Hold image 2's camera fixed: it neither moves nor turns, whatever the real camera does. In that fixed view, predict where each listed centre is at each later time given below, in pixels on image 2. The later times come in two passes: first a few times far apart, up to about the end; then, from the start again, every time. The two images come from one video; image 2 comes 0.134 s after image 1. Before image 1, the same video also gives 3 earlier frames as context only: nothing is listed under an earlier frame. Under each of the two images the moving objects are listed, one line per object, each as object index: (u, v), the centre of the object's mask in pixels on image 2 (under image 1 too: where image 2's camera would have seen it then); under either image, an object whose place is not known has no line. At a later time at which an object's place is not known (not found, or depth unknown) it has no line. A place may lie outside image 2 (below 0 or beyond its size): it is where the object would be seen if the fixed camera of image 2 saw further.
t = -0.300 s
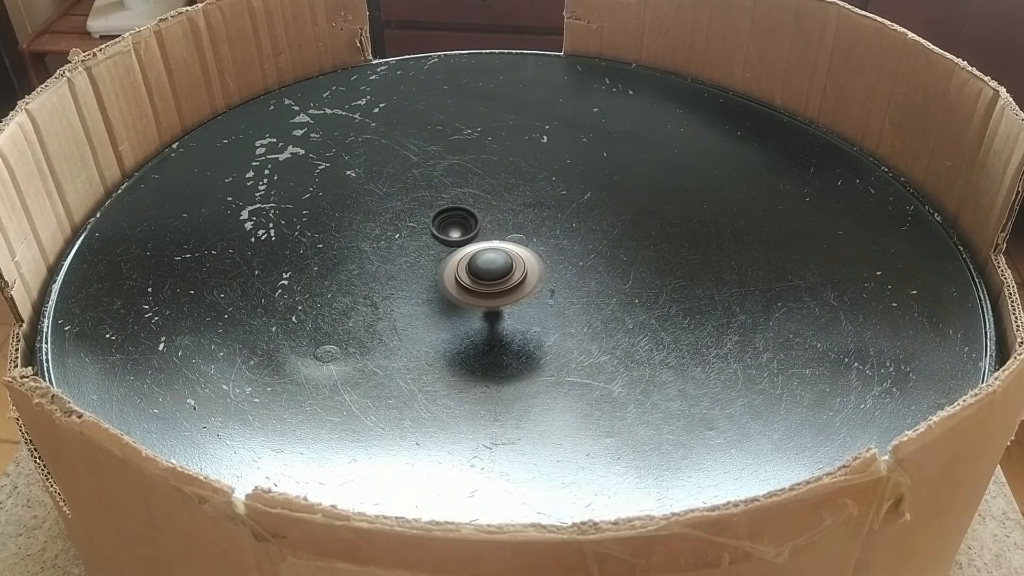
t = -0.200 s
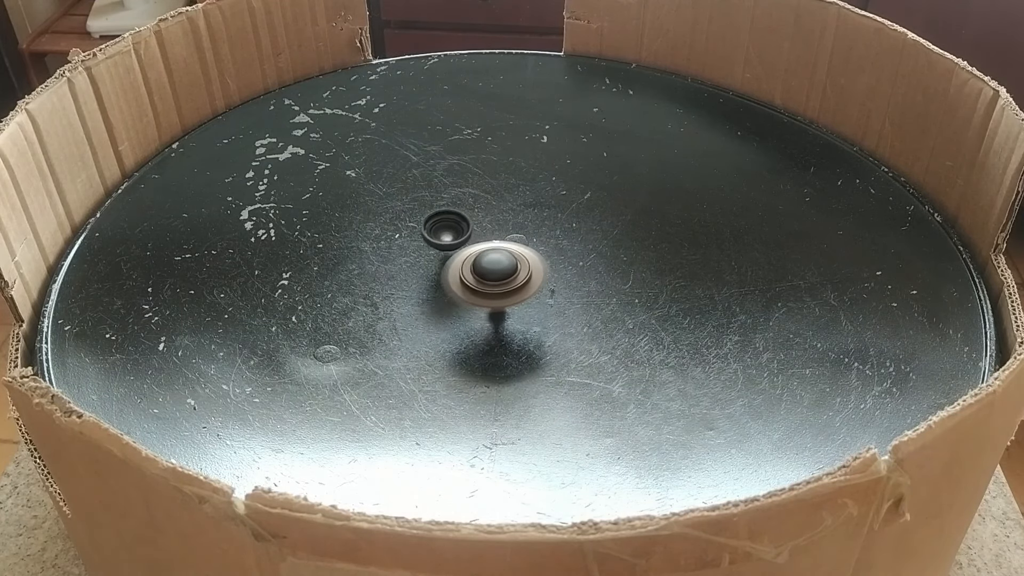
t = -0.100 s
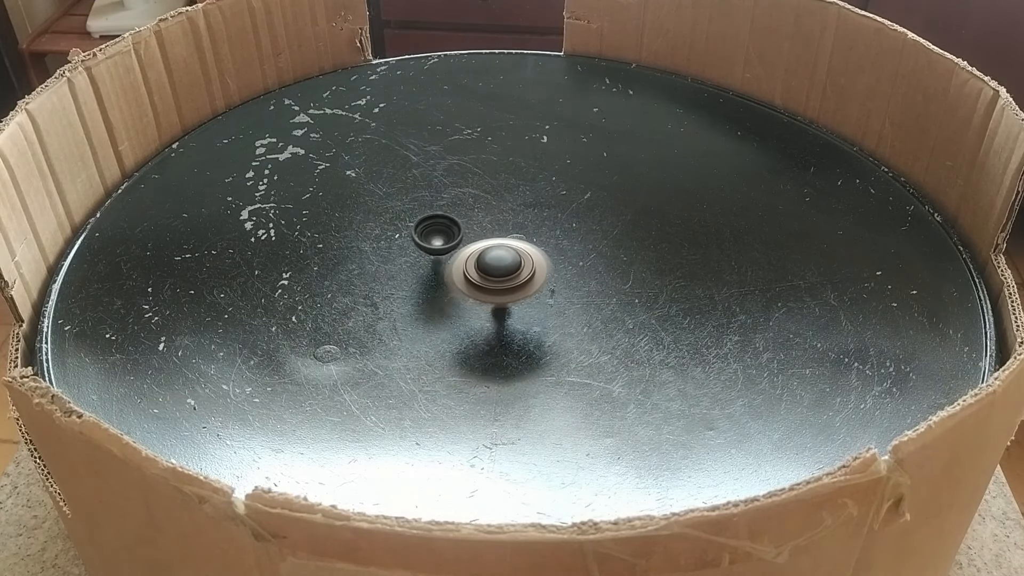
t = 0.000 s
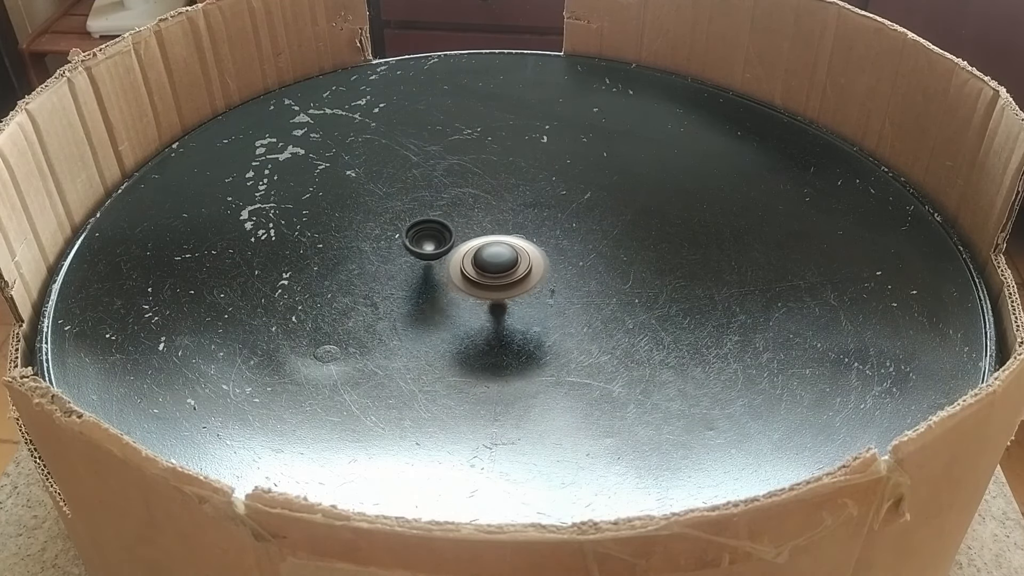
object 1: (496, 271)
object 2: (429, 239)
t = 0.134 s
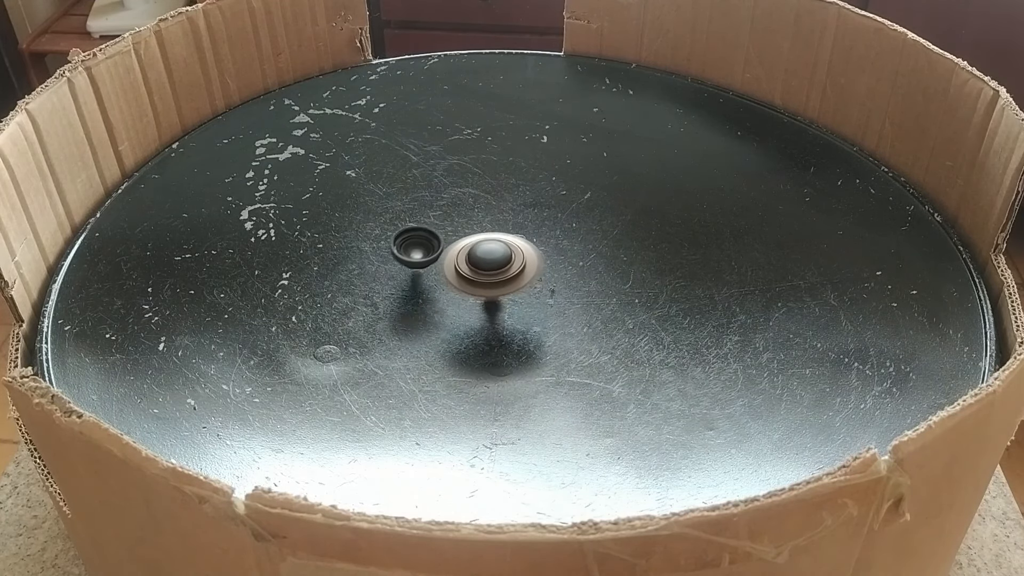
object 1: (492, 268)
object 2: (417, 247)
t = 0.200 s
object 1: (490, 268)
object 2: (410, 252)
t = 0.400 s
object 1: (490, 268)
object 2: (393, 264)
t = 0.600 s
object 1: (492, 266)
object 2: (379, 274)
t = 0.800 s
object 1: (488, 268)
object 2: (366, 286)
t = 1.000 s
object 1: (488, 268)
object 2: (356, 294)
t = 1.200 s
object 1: (485, 265)
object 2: (356, 303)
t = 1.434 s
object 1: (479, 273)
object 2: (368, 316)
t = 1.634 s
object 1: (482, 276)
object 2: (385, 323)
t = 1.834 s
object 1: (475, 277)
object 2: (414, 328)
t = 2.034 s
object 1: (476, 279)
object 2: (450, 335)
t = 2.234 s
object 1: (479, 273)
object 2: (483, 335)
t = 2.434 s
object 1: (480, 276)
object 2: (509, 334)
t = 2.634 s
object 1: (489, 276)
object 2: (537, 339)
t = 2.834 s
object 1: (489, 277)
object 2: (555, 335)
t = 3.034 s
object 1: (491, 275)
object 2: (570, 320)
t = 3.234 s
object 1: (487, 273)
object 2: (584, 302)
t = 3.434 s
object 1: (493, 274)
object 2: (596, 284)
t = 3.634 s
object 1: (494, 270)
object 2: (606, 270)
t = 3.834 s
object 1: (487, 268)
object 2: (615, 257)
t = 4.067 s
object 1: (493, 266)
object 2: (615, 248)
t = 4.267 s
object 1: (492, 268)
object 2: (604, 241)
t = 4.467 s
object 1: (488, 266)
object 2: (586, 236)
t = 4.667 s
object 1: (482, 271)
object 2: (561, 234)
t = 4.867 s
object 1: (485, 275)
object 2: (532, 232)
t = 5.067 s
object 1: (485, 277)
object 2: (498, 228)
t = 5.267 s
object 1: (477, 276)
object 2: (479, 223)
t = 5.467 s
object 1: (477, 280)
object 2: (467, 227)
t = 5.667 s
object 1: (485, 274)
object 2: (446, 235)
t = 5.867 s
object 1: (478, 273)
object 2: (415, 256)
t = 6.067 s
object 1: (486, 279)
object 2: (379, 325)
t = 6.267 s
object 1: (504, 285)
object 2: (353, 361)
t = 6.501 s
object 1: (521, 282)
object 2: (345, 375)
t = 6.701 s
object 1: (527, 274)
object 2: (364, 378)
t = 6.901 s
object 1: (525, 270)
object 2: (410, 375)
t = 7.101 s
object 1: (521, 267)
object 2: (453, 365)
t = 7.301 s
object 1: (517, 265)
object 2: (492, 352)
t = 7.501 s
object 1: (510, 259)
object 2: (528, 335)
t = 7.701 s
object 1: (492, 258)
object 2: (556, 317)
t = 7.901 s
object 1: (478, 264)
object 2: (581, 294)
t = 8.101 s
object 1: (473, 263)
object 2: (601, 268)
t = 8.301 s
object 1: (461, 269)
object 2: (628, 237)
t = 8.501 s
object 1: (456, 276)
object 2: (643, 219)
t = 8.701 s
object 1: (457, 280)
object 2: (648, 201)
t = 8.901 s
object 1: (460, 282)
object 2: (629, 200)
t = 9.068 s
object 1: (466, 283)
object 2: (603, 206)
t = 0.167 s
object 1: (491, 267)
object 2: (413, 249)
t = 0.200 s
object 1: (490, 268)
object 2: (410, 252)
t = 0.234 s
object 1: (490, 268)
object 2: (407, 254)
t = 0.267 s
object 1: (490, 268)
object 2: (404, 256)
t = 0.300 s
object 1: (490, 268)
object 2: (400, 258)
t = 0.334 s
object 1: (490, 268)
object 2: (398, 260)
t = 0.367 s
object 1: (490, 268)
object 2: (395, 262)
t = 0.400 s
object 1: (490, 268)
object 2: (393, 264)
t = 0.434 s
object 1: (490, 268)
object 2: (390, 266)
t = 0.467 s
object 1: (490, 268)
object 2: (387, 268)
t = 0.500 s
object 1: (491, 267)
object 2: (385, 270)
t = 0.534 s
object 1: (491, 267)
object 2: (383, 271)
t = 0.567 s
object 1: (492, 267)
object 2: (381, 273)
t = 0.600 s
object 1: (492, 266)
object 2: (379, 274)
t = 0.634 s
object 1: (492, 266)
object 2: (377, 276)
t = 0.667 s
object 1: (492, 266)
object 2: (375, 278)
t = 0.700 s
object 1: (491, 266)
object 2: (373, 280)
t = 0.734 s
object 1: (490, 267)
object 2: (370, 282)
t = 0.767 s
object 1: (489, 267)
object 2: (368, 284)
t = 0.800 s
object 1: (488, 268)
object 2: (366, 286)
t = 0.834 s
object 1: (488, 269)
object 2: (364, 288)
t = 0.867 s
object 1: (487, 269)
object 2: (362, 289)
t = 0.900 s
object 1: (487, 269)
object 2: (360, 291)
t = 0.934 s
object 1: (487, 269)
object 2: (359, 292)
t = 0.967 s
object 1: (487, 269)
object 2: (358, 293)
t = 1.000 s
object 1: (488, 268)
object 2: (356, 294)
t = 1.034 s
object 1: (488, 267)
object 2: (355, 296)
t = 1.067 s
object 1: (488, 267)
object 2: (355, 297)
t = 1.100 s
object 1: (487, 266)
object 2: (355, 298)
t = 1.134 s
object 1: (487, 266)
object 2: (355, 300)
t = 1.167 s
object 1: (486, 266)
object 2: (355, 301)
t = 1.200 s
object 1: (485, 265)
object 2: (356, 303)
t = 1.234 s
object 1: (485, 266)
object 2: (357, 304)
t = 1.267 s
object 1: (484, 266)
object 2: (358, 306)
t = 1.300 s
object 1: (482, 267)
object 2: (360, 308)
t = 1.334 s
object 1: (481, 268)
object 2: (362, 310)
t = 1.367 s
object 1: (480, 270)
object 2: (364, 312)
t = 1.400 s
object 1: (479, 271)
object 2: (366, 315)
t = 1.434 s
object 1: (479, 273)
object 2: (368, 316)
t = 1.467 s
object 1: (479, 275)
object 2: (371, 318)
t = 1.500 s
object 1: (480, 276)
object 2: (373, 320)
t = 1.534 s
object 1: (480, 277)
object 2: (375, 321)
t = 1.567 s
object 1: (481, 277)
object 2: (378, 322)
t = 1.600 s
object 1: (481, 277)
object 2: (381, 323)
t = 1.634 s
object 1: (482, 276)
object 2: (385, 323)
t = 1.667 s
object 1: (481, 275)
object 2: (388, 324)
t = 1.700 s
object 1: (481, 275)
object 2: (393, 324)
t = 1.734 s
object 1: (479, 275)
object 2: (397, 325)
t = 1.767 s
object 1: (478, 275)
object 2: (402, 326)
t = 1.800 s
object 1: (477, 276)
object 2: (408, 327)
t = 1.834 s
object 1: (475, 277)
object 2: (414, 328)
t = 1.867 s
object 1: (474, 278)
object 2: (419, 329)
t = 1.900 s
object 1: (474, 279)
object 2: (426, 330)
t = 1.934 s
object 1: (474, 280)
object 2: (432, 331)
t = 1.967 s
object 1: (474, 280)
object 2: (438, 332)
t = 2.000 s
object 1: (475, 279)
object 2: (444, 333)
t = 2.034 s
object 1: (476, 279)
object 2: (450, 335)
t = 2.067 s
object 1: (477, 278)
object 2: (454, 336)
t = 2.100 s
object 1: (477, 277)
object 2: (459, 336)
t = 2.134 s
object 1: (478, 276)
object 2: (465, 337)
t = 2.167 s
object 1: (479, 275)
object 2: (471, 337)
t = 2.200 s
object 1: (479, 274)
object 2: (477, 336)
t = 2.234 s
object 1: (479, 273)
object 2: (483, 335)
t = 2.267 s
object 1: (478, 273)
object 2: (490, 335)
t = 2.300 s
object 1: (478, 273)
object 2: (495, 335)
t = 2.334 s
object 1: (477, 273)
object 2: (499, 335)
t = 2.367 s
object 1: (478, 274)
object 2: (502, 335)
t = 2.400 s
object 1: (479, 275)
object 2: (506, 335)
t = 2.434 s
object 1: (480, 276)
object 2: (509, 334)
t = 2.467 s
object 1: (483, 276)
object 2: (513, 333)
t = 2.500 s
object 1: (485, 276)
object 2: (516, 333)
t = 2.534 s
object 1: (486, 276)
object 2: (521, 334)
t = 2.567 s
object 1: (487, 276)
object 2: (527, 336)
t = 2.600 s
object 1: (488, 276)
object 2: (532, 337)
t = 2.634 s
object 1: (489, 276)
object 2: (537, 339)
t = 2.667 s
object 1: (490, 276)
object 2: (540, 339)
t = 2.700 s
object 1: (490, 275)
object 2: (543, 339)
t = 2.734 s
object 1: (490, 275)
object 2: (547, 339)
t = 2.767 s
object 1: (490, 275)
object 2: (550, 338)
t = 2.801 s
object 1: (490, 276)
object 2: (552, 337)
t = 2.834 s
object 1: (489, 277)
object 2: (555, 335)
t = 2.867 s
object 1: (489, 277)
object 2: (558, 333)
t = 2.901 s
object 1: (489, 277)
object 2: (560, 331)
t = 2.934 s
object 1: (489, 277)
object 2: (563, 328)
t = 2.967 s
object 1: (490, 277)
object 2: (565, 326)
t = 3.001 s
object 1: (491, 276)
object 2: (568, 323)
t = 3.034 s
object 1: (491, 275)
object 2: (570, 320)
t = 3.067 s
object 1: (491, 275)
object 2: (572, 317)
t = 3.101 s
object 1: (490, 273)
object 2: (574, 314)
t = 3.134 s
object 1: (489, 272)
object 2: (577, 311)
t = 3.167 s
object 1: (488, 272)
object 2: (579, 308)
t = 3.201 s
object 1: (487, 272)
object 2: (581, 305)
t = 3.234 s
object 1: (487, 273)
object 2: (584, 302)
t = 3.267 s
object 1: (487, 273)
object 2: (586, 299)
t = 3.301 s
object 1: (487, 273)
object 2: (587, 296)
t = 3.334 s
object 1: (488, 274)
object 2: (589, 293)
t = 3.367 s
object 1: (489, 274)
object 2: (592, 290)
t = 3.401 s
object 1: (491, 274)
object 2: (594, 287)
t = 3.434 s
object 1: (493, 274)
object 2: (596, 284)
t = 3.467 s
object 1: (494, 274)
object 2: (599, 281)
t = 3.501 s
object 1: (495, 273)
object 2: (600, 279)
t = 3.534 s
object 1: (495, 272)
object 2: (602, 277)
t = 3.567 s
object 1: (495, 272)
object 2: (604, 275)
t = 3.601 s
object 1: (495, 271)
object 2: (605, 272)
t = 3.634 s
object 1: (494, 270)
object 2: (606, 270)
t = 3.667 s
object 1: (493, 270)
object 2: (607, 268)
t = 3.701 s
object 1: (491, 269)
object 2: (609, 265)
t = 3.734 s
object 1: (490, 268)
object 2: (610, 263)
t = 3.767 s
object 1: (488, 268)
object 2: (612, 261)
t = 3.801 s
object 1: (488, 268)
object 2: (613, 259)
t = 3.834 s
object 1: (487, 268)
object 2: (615, 257)
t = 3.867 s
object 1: (487, 269)
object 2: (616, 255)
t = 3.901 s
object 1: (488, 269)
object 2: (617, 253)
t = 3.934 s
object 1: (489, 269)
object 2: (617, 252)
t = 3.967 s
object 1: (490, 269)
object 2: (618, 250)
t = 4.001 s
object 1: (492, 268)
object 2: (618, 249)
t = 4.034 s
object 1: (493, 267)
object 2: (617, 248)
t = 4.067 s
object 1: (493, 266)
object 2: (615, 248)
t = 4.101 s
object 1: (493, 265)
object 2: (614, 247)
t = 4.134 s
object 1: (493, 265)
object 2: (612, 245)
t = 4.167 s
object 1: (492, 266)
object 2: (611, 243)
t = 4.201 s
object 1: (492, 267)
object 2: (609, 242)
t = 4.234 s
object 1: (492, 268)
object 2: (607, 241)
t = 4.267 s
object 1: (492, 268)
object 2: (604, 241)
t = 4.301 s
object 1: (493, 268)
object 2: (602, 240)
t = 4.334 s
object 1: (492, 268)
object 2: (599, 239)
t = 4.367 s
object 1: (492, 268)
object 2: (596, 238)
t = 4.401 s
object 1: (491, 267)
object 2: (593, 238)
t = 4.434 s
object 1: (490, 266)
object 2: (589, 237)
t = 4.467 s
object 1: (488, 266)
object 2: (586, 236)
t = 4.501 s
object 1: (486, 267)
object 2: (583, 236)
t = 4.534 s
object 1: (485, 267)
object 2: (579, 235)
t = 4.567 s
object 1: (484, 268)
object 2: (575, 235)
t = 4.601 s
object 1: (483, 269)
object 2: (571, 235)
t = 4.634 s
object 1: (482, 270)
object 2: (566, 235)
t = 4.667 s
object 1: (482, 271)
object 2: (561, 234)
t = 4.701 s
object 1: (482, 272)
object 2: (556, 234)
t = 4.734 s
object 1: (482, 273)
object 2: (552, 233)
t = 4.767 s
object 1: (483, 274)
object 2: (547, 233)
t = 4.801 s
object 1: (484, 274)
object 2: (542, 233)
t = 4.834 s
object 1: (485, 275)
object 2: (537, 233)
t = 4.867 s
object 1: (485, 275)
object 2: (532, 232)
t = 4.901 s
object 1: (485, 275)
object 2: (526, 232)
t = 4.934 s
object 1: (485, 276)
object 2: (520, 231)
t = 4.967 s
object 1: (485, 276)
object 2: (514, 230)
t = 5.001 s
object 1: (485, 277)
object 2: (508, 230)
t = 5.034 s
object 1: (485, 277)
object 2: (503, 229)
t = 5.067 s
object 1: (485, 277)
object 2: (498, 228)
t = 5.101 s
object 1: (484, 277)
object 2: (494, 227)
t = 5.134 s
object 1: (484, 276)
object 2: (491, 226)
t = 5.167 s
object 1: (482, 276)
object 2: (487, 225)
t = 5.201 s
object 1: (480, 276)
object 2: (485, 224)
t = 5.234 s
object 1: (479, 275)
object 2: (482, 223)
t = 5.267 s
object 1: (477, 276)
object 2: (479, 223)
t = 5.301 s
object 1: (475, 277)
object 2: (477, 223)
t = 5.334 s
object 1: (475, 278)
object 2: (476, 224)
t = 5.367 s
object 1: (475, 279)
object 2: (474, 225)
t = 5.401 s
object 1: (475, 279)
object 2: (471, 225)
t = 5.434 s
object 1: (476, 280)
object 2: (469, 226)
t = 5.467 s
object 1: (477, 280)
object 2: (467, 227)
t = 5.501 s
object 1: (478, 280)
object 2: (464, 228)
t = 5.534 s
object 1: (479, 279)
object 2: (461, 229)
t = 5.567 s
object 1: (481, 278)
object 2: (457, 231)
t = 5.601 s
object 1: (483, 277)
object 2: (454, 232)
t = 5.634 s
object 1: (485, 275)
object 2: (450, 233)
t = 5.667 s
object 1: (485, 274)
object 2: (446, 235)
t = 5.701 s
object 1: (485, 274)
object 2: (443, 237)
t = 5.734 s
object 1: (484, 273)
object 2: (439, 238)
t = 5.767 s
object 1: (482, 272)
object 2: (433, 240)
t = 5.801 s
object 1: (480, 272)
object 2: (427, 245)
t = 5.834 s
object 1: (479, 272)
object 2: (422, 250)
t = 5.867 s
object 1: (478, 273)
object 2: (415, 256)
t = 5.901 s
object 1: (477, 273)
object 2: (407, 272)
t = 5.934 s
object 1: (478, 274)
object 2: (400, 287)
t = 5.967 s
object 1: (480, 275)
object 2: (394, 299)
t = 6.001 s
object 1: (481, 276)
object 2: (388, 310)
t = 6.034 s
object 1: (484, 278)
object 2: (384, 319)
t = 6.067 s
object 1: (486, 279)
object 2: (379, 325)
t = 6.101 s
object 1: (489, 280)
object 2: (375, 332)
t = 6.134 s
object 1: (492, 281)
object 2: (371, 338)
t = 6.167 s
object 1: (495, 282)
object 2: (367, 344)
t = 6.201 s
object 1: (499, 283)
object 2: (362, 349)
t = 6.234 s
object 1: (501, 284)
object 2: (358, 355)
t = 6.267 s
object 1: (504, 285)
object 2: (353, 361)
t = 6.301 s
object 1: (507, 285)
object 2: (349, 364)
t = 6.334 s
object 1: (509, 286)
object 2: (347, 367)
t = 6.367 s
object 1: (512, 285)
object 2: (345, 369)
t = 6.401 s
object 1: (514, 285)
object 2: (344, 371)
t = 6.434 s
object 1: (517, 284)
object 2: (344, 373)
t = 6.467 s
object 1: (519, 283)
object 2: (344, 374)
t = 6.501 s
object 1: (521, 282)
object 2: (345, 375)
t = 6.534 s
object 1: (522, 281)
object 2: (347, 376)
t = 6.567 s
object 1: (523, 279)
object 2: (349, 377)
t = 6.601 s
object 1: (524, 278)
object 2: (351, 377)
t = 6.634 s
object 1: (526, 276)
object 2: (355, 378)
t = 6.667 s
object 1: (526, 275)
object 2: (359, 378)
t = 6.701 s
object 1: (527, 274)
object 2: (364, 378)
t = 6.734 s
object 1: (527, 273)
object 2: (371, 378)
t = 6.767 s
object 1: (527, 273)
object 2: (378, 378)
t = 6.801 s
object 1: (527, 272)
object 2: (385, 378)
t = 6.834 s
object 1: (526, 271)
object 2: (394, 377)
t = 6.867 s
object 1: (525, 270)
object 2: (402, 376)
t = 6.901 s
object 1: (525, 270)
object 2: (410, 375)
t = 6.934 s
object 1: (525, 269)
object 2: (418, 374)
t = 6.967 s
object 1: (524, 269)
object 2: (425, 372)
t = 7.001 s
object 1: (523, 268)
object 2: (432, 371)
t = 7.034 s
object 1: (523, 268)
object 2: (438, 369)
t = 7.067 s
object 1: (522, 267)
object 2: (446, 367)
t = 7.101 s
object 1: (521, 267)
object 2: (453, 365)
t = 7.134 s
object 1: (520, 267)
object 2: (460, 363)
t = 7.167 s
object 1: (519, 266)
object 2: (467, 361)
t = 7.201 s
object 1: (518, 266)
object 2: (473, 359)
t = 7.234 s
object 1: (517, 266)
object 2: (480, 357)
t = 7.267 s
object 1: (517, 265)
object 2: (486, 355)
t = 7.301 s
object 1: (517, 265)
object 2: (492, 352)
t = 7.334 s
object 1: (517, 266)
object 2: (498, 350)
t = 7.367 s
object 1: (517, 265)
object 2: (505, 346)
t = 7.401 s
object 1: (516, 263)
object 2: (512, 343)
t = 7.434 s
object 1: (515, 262)
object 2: (519, 340)
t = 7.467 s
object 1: (512, 260)
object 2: (524, 338)
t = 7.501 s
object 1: (510, 259)
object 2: (528, 335)
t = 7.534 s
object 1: (508, 258)
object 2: (533, 333)
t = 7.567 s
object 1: (504, 258)
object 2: (537, 330)
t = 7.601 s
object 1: (501, 258)
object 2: (542, 328)
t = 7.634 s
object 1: (498, 258)
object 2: (546, 325)
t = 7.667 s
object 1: (495, 258)
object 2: (552, 321)
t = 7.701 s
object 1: (492, 258)
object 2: (556, 317)
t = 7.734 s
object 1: (489, 259)
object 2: (561, 314)
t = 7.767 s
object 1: (486, 260)
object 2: (565, 310)
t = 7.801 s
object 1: (483, 261)
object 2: (569, 306)
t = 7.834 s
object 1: (480, 263)
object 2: (573, 302)
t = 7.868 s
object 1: (478, 264)
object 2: (577, 298)
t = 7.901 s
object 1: (478, 264)
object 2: (581, 294)
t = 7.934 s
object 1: (478, 264)
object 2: (585, 290)
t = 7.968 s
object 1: (477, 264)
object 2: (588, 286)
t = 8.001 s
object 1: (477, 264)
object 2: (591, 281)
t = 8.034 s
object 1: (476, 264)
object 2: (594, 277)
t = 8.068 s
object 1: (475, 263)
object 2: (598, 273)
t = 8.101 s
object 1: (473, 263)
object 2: (601, 268)
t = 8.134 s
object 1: (471, 264)
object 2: (605, 262)
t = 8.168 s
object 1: (469, 265)
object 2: (610, 256)
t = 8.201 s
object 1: (466, 265)
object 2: (615, 250)
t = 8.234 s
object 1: (464, 266)
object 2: (620, 245)
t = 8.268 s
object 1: (462, 267)
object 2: (624, 241)
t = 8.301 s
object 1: (461, 269)
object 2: (628, 237)
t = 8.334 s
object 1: (459, 270)
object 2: (631, 234)
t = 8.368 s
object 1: (458, 272)
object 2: (634, 231)
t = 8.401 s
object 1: (457, 273)
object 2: (637, 228)
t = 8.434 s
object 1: (457, 274)
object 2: (639, 225)
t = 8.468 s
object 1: (456, 275)
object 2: (641, 222)
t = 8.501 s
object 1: (456, 276)
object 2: (643, 219)
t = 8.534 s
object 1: (456, 276)
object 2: (645, 216)
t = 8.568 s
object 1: (456, 277)
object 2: (647, 212)
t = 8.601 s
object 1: (457, 278)
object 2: (649, 209)
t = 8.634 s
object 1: (457, 279)
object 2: (650, 205)
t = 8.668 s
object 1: (457, 280)
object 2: (649, 203)
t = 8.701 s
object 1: (457, 280)
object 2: (648, 201)
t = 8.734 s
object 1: (458, 281)
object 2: (647, 200)
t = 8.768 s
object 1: (458, 281)
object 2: (644, 200)
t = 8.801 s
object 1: (458, 281)
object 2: (641, 199)
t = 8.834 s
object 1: (459, 281)
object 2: (637, 199)
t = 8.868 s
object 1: (459, 281)
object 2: (633, 200)
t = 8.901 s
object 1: (460, 282)
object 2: (629, 200)
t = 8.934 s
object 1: (460, 282)
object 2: (624, 201)
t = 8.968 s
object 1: (462, 282)
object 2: (619, 202)
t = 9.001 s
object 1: (463, 282)
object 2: (614, 204)
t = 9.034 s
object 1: (464, 283)
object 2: (608, 205)
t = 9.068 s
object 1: (466, 283)
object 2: (603, 206)
